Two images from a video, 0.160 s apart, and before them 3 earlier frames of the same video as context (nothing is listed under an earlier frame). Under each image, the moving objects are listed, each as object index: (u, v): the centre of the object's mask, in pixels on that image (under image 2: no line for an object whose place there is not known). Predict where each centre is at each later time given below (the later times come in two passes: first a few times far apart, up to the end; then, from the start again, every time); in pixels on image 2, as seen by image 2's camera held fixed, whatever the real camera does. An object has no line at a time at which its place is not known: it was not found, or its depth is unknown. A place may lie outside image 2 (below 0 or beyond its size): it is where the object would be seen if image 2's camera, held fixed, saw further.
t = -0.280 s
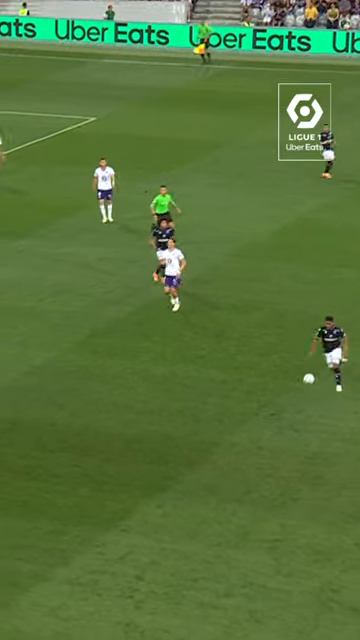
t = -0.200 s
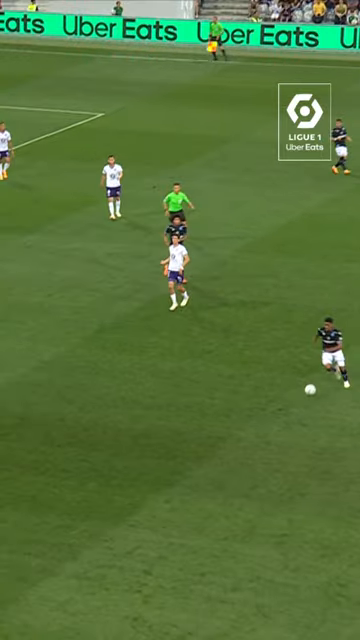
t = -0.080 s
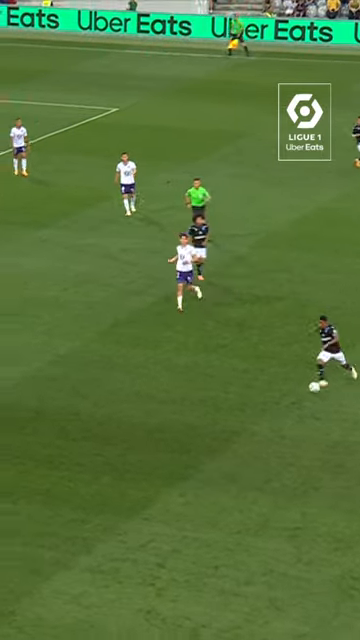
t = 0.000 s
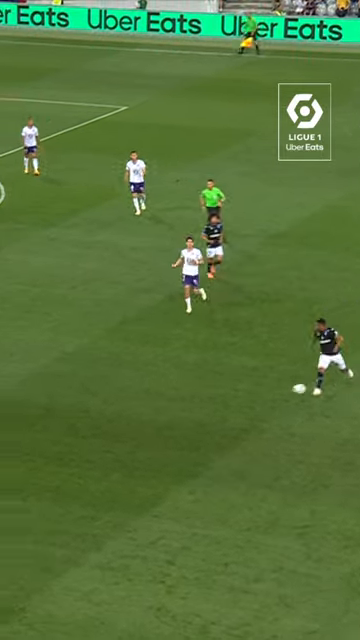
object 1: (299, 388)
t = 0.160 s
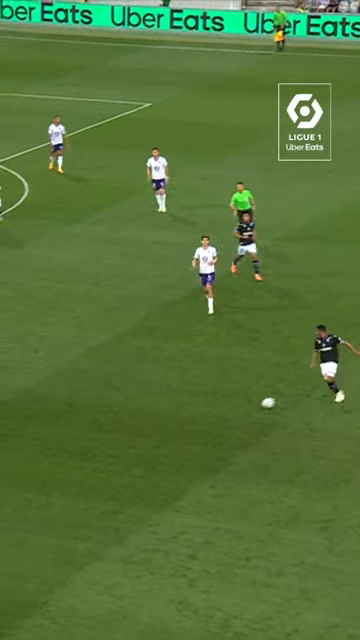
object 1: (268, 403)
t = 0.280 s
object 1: (235, 402)
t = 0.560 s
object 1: (161, 425)
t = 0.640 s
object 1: (144, 427)
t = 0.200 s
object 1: (256, 403)
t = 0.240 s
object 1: (246, 402)
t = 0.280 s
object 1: (235, 402)
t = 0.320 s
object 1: (225, 403)
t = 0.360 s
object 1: (214, 405)
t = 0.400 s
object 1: (203, 407)
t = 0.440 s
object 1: (192, 411)
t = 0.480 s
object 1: (182, 415)
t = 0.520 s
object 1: (171, 420)
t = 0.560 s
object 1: (161, 425)
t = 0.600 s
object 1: (152, 426)
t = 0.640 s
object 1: (144, 427)
